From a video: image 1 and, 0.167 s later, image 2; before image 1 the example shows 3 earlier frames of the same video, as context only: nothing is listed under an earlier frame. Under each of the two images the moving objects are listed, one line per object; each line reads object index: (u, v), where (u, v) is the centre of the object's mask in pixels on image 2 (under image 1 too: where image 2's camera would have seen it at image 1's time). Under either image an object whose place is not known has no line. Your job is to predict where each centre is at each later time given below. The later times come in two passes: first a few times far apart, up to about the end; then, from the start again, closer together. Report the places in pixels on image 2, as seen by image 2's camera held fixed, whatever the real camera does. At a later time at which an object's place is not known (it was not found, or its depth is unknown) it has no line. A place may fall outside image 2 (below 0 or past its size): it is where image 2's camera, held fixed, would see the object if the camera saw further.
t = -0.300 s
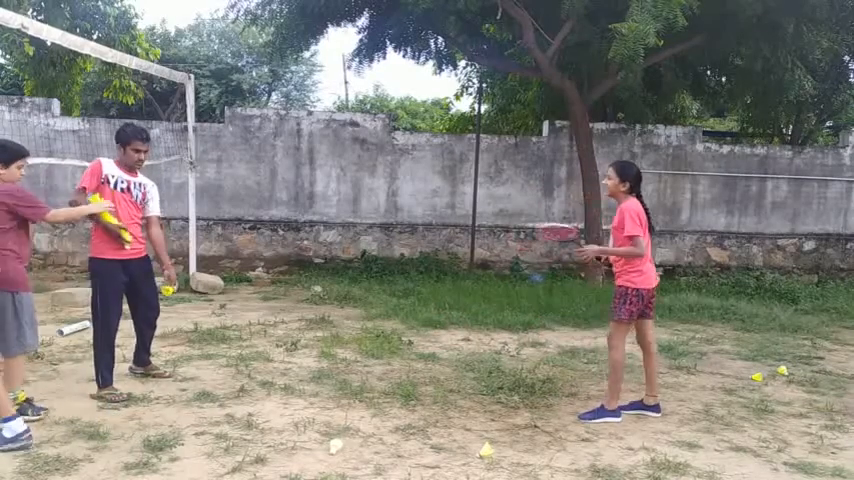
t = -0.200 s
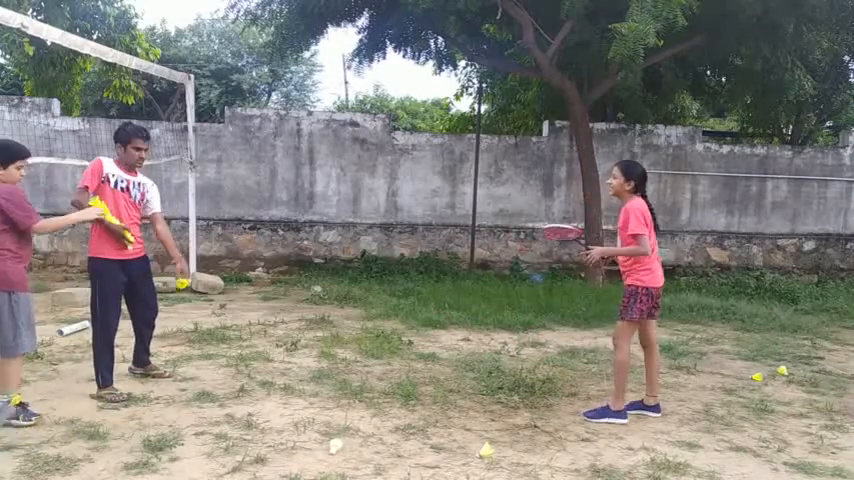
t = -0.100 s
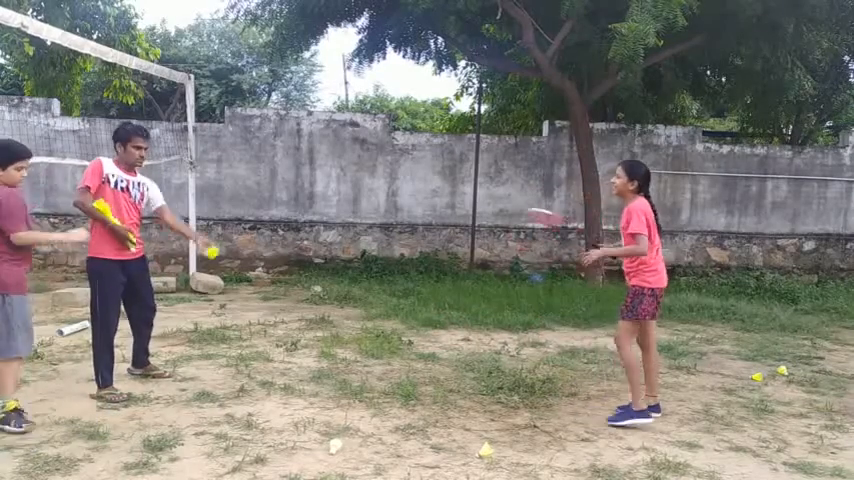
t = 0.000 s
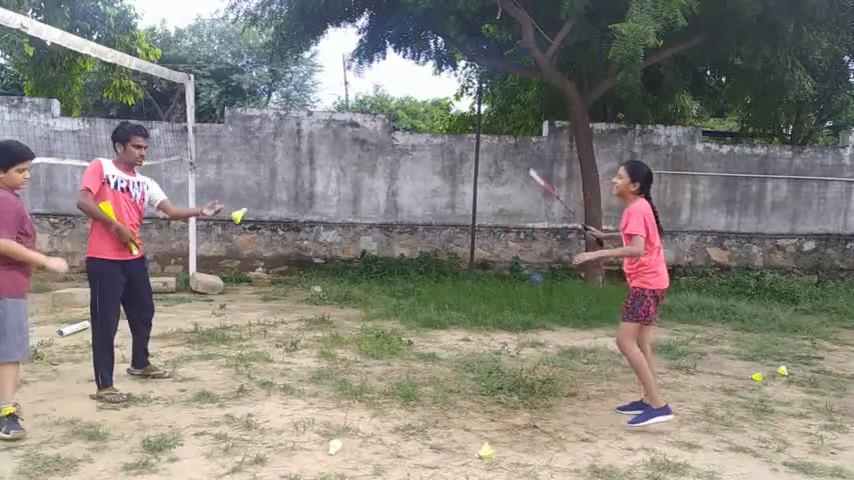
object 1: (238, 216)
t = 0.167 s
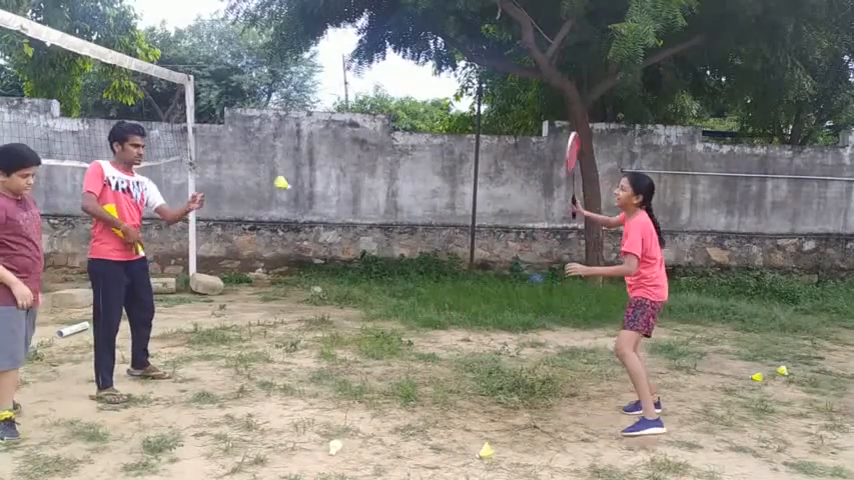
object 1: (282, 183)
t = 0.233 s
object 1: (299, 187)
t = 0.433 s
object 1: (350, 247)
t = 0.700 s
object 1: (408, 438)
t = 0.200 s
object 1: (290, 184)
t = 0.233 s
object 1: (299, 187)
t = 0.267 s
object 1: (308, 192)
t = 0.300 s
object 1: (315, 199)
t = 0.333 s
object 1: (325, 209)
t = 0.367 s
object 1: (333, 219)
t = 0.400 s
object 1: (341, 232)
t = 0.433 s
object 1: (350, 247)
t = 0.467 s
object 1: (359, 264)
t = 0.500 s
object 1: (367, 282)
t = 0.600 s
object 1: (389, 352)
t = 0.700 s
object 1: (408, 438)
